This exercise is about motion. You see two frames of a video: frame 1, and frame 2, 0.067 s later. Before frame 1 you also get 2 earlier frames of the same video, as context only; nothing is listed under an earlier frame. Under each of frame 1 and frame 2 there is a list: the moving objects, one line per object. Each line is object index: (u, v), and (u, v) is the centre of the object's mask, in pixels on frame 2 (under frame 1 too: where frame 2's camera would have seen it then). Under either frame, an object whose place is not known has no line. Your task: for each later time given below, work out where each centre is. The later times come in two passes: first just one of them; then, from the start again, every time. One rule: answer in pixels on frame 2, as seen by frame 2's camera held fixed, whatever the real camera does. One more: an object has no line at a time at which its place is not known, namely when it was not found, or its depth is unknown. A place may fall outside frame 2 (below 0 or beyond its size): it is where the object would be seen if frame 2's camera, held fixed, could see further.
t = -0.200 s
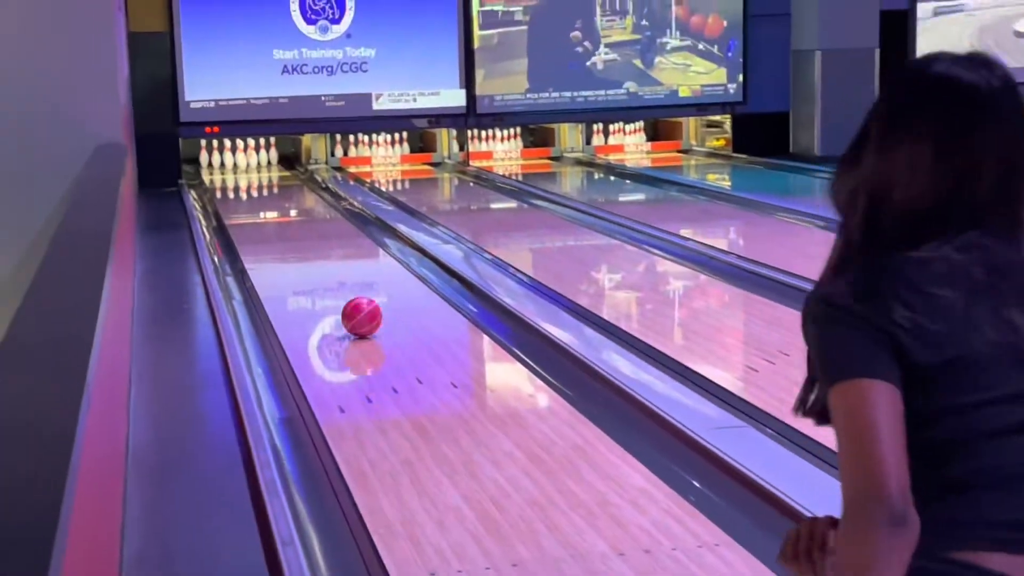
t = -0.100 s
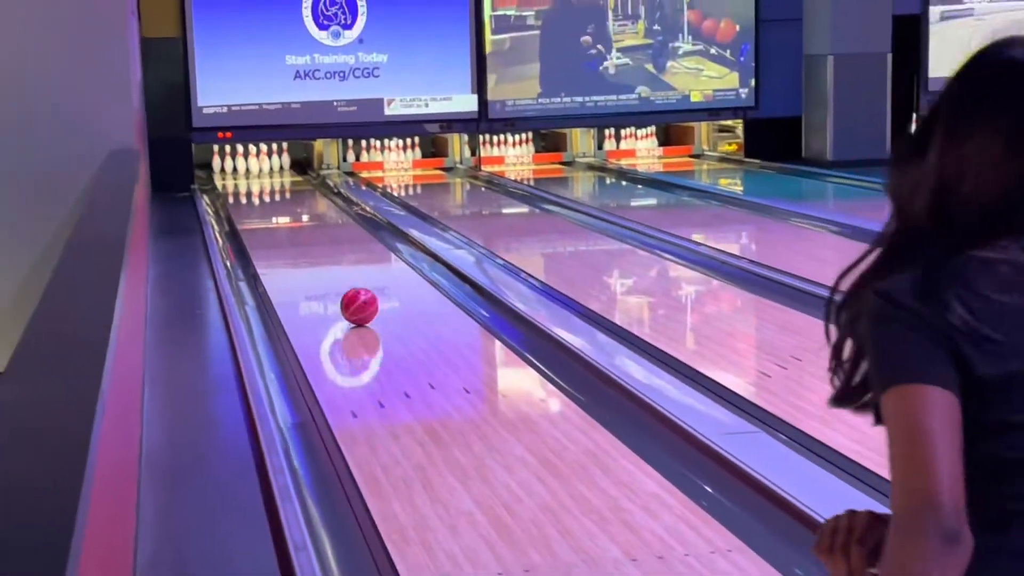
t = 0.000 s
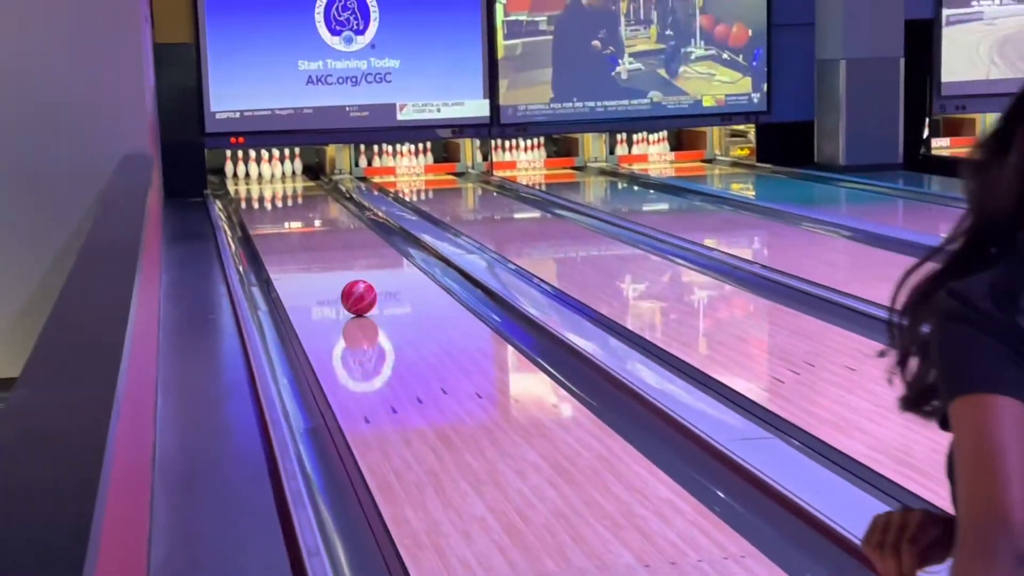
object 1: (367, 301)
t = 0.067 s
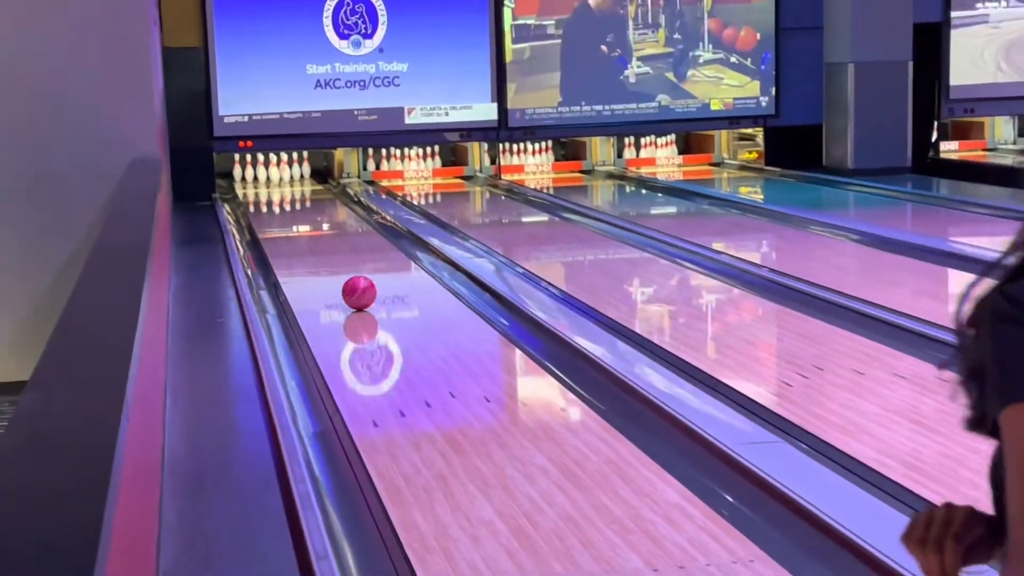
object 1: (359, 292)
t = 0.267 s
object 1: (340, 272)
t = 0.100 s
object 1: (356, 289)
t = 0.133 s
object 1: (352, 285)
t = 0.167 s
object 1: (349, 281)
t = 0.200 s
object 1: (346, 278)
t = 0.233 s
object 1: (343, 275)
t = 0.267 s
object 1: (340, 272)
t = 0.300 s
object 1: (338, 268)
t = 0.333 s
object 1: (335, 266)
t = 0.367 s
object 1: (333, 263)
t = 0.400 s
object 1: (330, 260)
